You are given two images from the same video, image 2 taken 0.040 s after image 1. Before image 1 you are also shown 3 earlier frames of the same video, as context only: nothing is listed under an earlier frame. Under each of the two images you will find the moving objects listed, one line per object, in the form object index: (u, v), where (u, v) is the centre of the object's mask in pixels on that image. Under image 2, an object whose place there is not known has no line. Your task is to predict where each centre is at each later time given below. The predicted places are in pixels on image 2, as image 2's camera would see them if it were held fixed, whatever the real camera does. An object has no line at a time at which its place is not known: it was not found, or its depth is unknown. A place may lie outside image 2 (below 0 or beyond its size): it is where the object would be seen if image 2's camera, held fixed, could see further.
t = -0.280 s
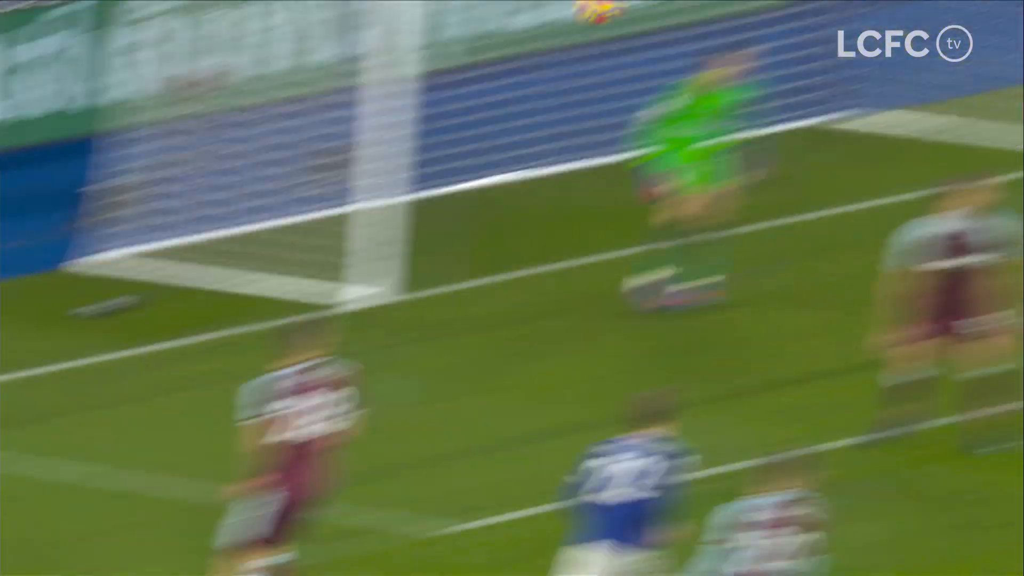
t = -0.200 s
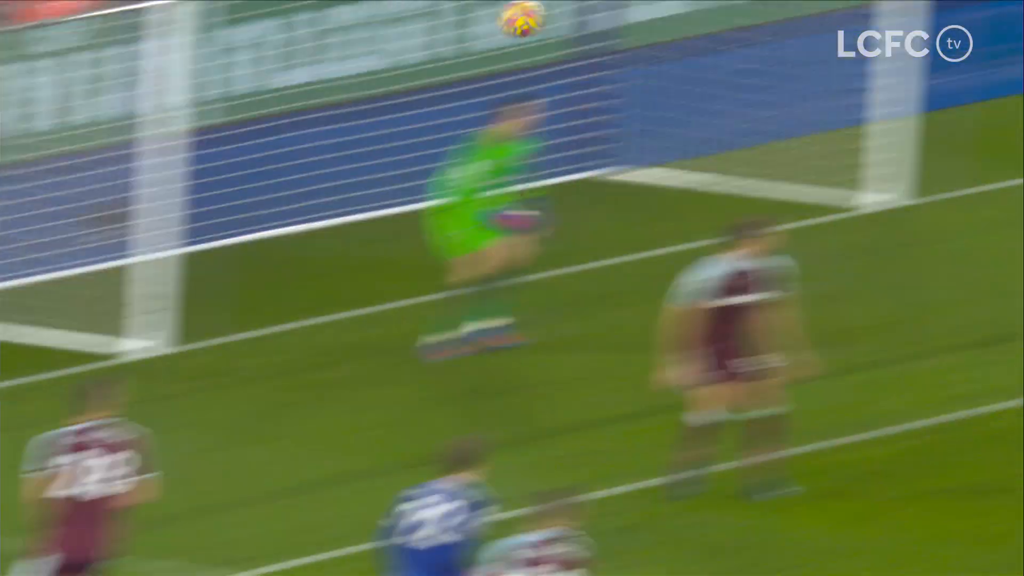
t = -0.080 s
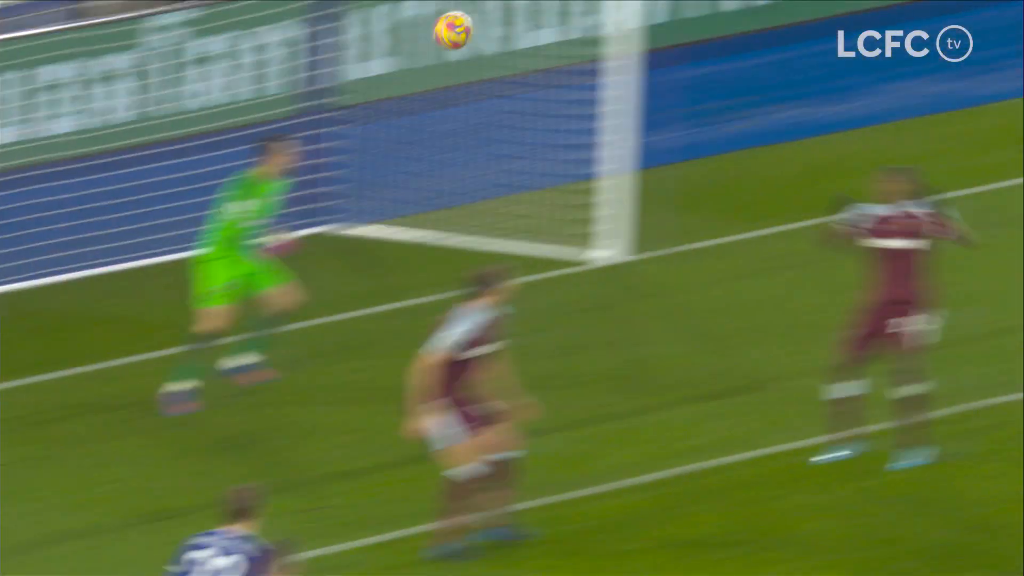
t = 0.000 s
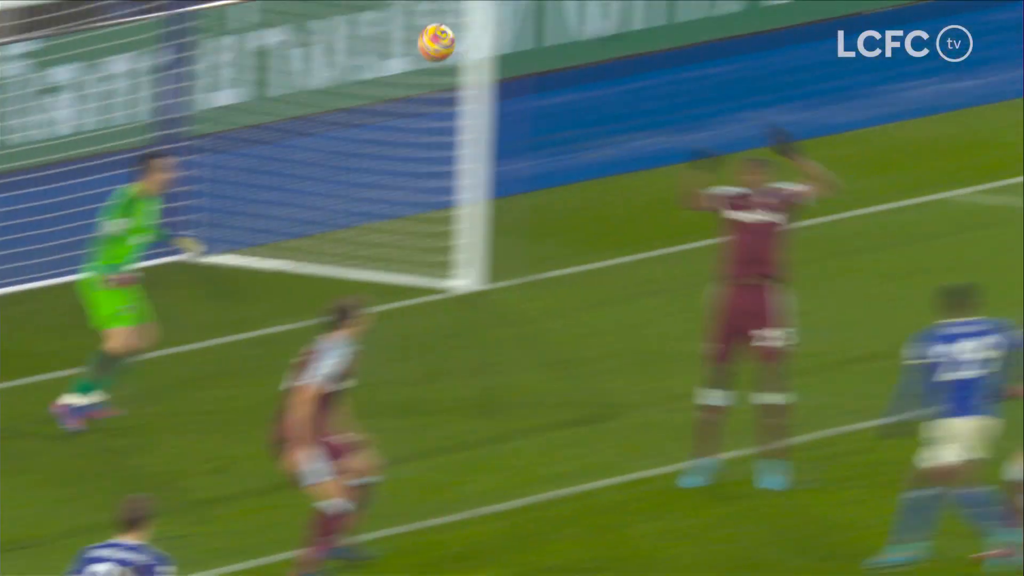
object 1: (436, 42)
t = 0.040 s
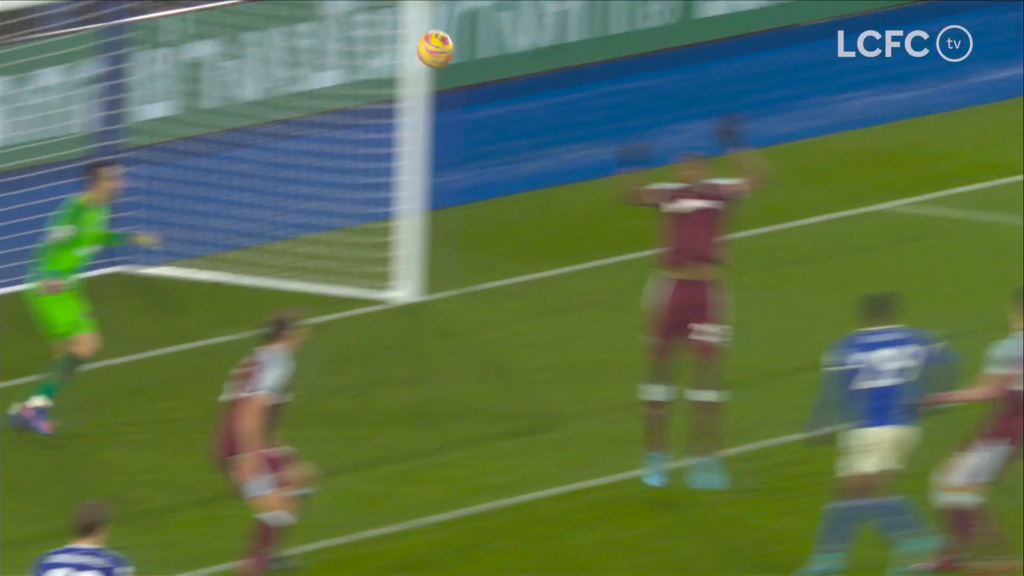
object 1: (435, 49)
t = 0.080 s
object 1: (493, 46)
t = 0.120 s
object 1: (551, 45)
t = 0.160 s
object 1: (606, 46)
